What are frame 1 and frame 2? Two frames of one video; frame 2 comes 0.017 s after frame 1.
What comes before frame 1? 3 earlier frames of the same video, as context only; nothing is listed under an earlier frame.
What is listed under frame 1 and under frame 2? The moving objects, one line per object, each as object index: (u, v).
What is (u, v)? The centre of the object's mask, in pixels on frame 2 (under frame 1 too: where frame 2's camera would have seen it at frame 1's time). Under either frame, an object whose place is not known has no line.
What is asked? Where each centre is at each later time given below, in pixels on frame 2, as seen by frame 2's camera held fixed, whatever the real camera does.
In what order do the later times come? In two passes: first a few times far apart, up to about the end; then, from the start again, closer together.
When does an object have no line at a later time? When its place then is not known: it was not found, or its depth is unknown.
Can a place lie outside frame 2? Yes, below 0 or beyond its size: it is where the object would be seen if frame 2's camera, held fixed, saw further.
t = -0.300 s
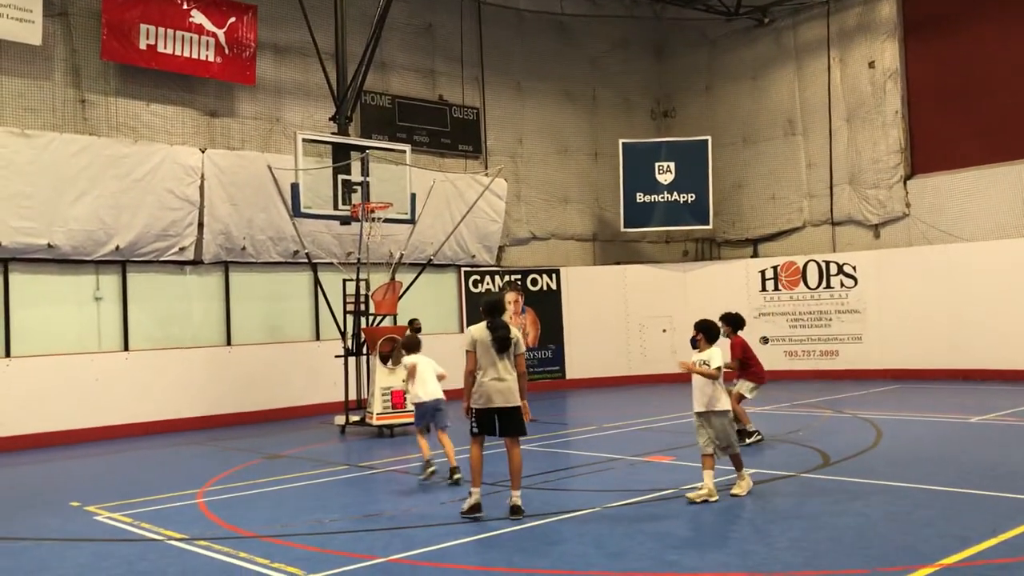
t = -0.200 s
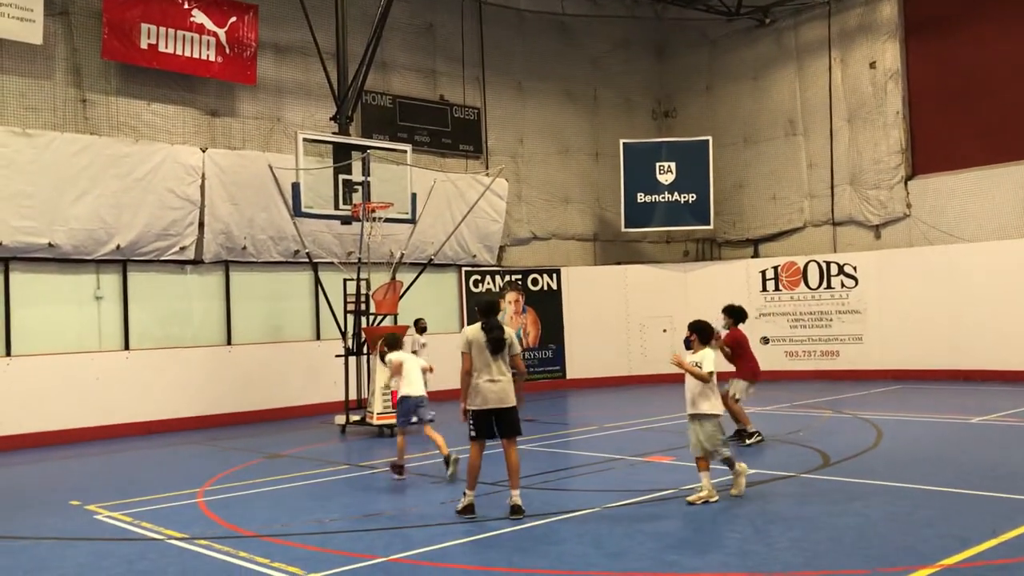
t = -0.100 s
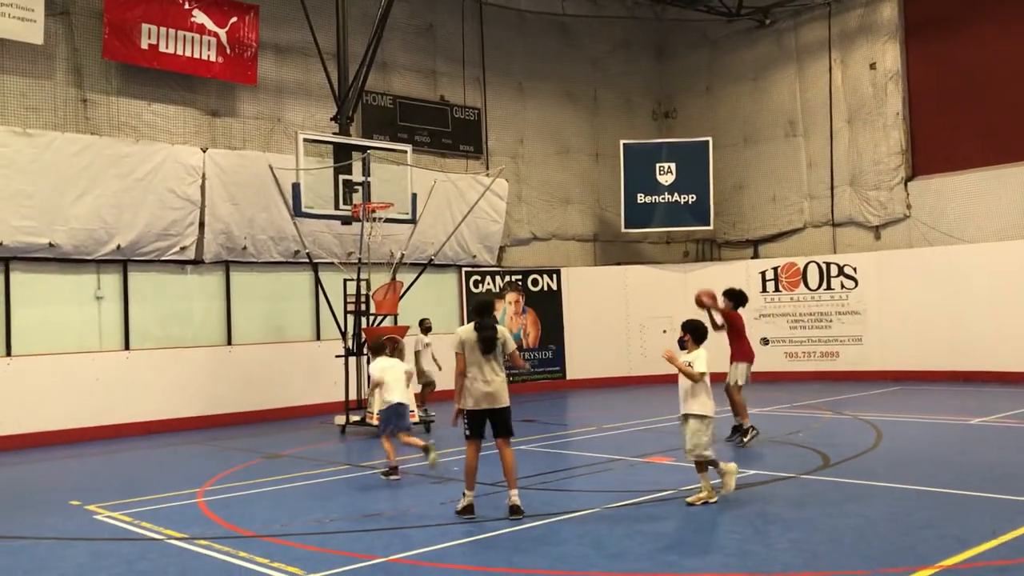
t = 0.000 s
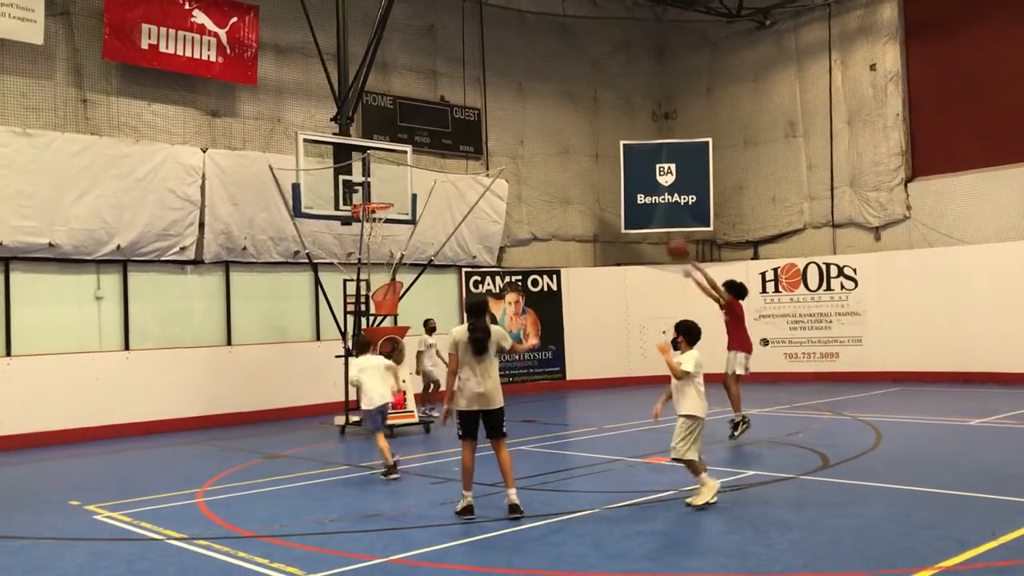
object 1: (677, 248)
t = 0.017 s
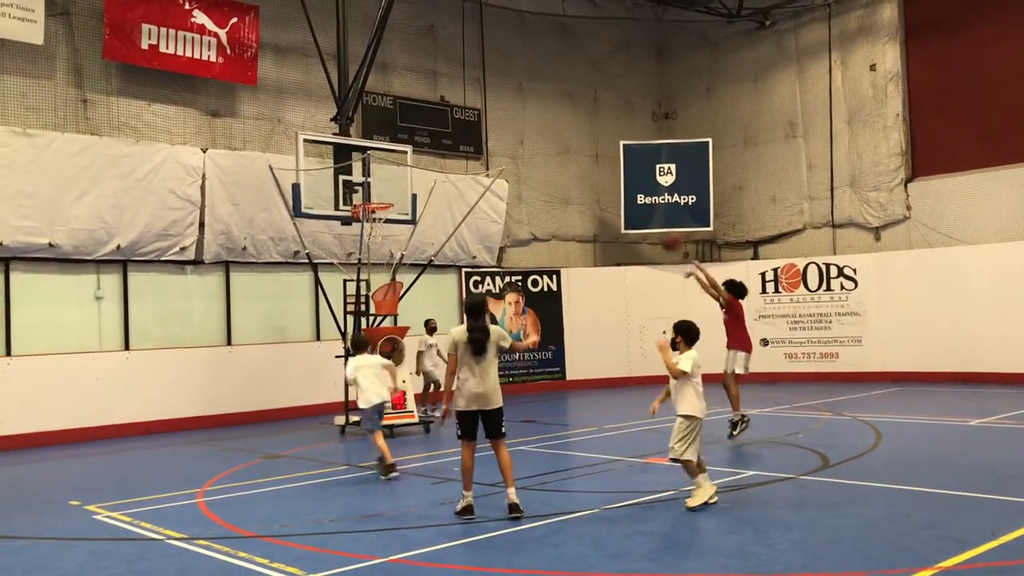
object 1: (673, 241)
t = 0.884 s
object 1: (420, 148)
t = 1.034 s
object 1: (386, 191)
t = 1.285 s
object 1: (363, 195)
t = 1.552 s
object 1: (365, 186)
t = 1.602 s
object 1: (367, 188)
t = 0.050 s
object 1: (658, 222)
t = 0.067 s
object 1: (653, 216)
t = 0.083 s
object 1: (647, 210)
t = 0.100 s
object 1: (641, 200)
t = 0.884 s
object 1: (420, 148)
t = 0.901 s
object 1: (416, 152)
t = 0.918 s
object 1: (413, 157)
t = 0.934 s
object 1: (408, 160)
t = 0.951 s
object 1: (405, 167)
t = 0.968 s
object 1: (401, 171)
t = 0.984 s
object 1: (397, 175)
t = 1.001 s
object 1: (393, 180)
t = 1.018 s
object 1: (390, 185)
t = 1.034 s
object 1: (386, 191)
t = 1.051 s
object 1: (383, 194)
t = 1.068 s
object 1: (382, 194)
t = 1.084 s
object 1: (380, 193)
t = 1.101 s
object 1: (379, 192)
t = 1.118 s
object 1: (377, 192)
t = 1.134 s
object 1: (376, 191)
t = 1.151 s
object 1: (375, 191)
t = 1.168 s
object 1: (375, 191)
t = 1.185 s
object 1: (373, 191)
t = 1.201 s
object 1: (373, 192)
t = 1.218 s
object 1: (371, 192)
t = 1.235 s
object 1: (368, 193)
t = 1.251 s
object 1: (366, 193)
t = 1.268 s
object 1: (365, 194)
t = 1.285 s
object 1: (363, 195)
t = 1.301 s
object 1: (362, 195)
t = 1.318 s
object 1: (361, 194)
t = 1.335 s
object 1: (360, 193)
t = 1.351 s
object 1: (360, 192)
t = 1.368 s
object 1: (360, 190)
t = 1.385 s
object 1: (361, 189)
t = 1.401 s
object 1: (361, 189)
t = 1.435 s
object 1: (362, 186)
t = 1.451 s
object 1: (362, 186)
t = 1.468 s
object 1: (363, 186)
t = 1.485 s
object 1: (363, 186)
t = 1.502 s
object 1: (363, 186)
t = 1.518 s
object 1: (364, 186)
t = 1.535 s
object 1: (364, 186)
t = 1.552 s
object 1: (365, 186)
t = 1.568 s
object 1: (365, 187)
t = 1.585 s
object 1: (365, 188)
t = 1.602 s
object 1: (367, 188)
